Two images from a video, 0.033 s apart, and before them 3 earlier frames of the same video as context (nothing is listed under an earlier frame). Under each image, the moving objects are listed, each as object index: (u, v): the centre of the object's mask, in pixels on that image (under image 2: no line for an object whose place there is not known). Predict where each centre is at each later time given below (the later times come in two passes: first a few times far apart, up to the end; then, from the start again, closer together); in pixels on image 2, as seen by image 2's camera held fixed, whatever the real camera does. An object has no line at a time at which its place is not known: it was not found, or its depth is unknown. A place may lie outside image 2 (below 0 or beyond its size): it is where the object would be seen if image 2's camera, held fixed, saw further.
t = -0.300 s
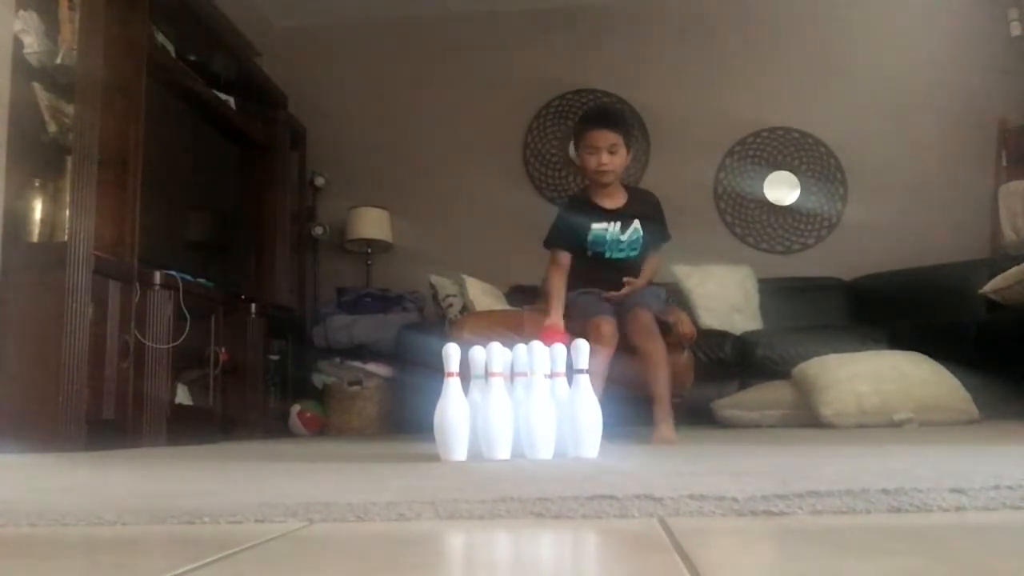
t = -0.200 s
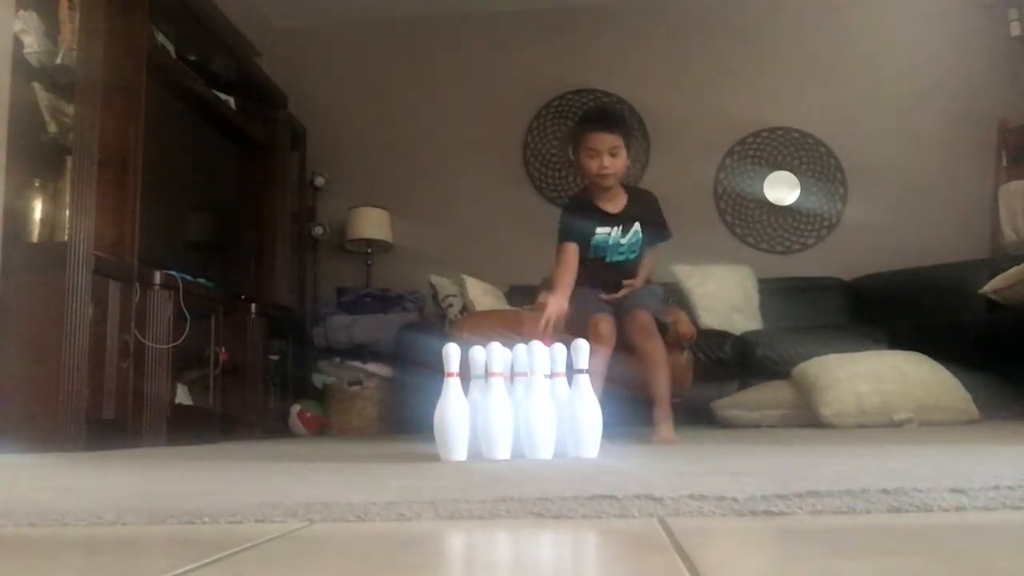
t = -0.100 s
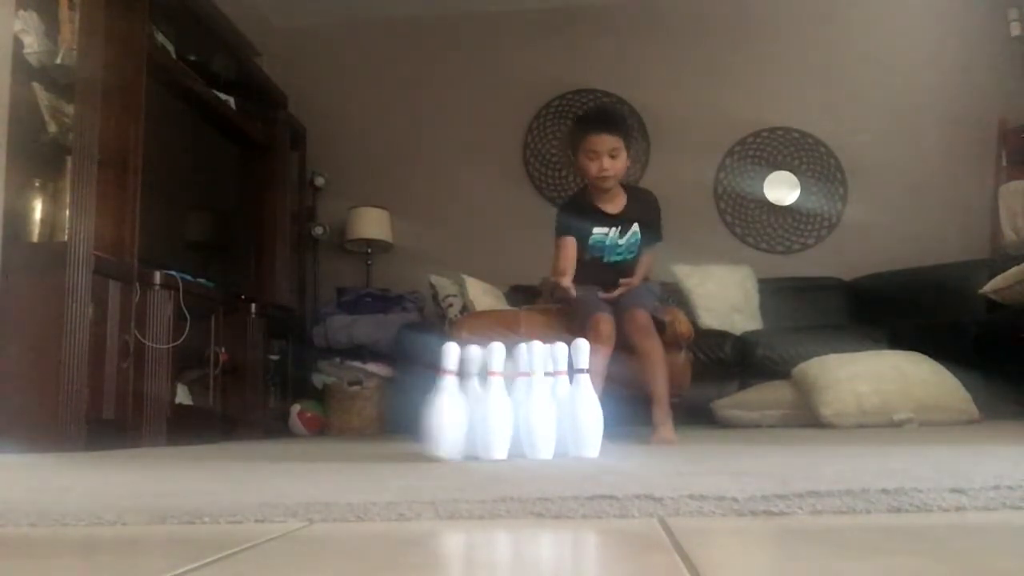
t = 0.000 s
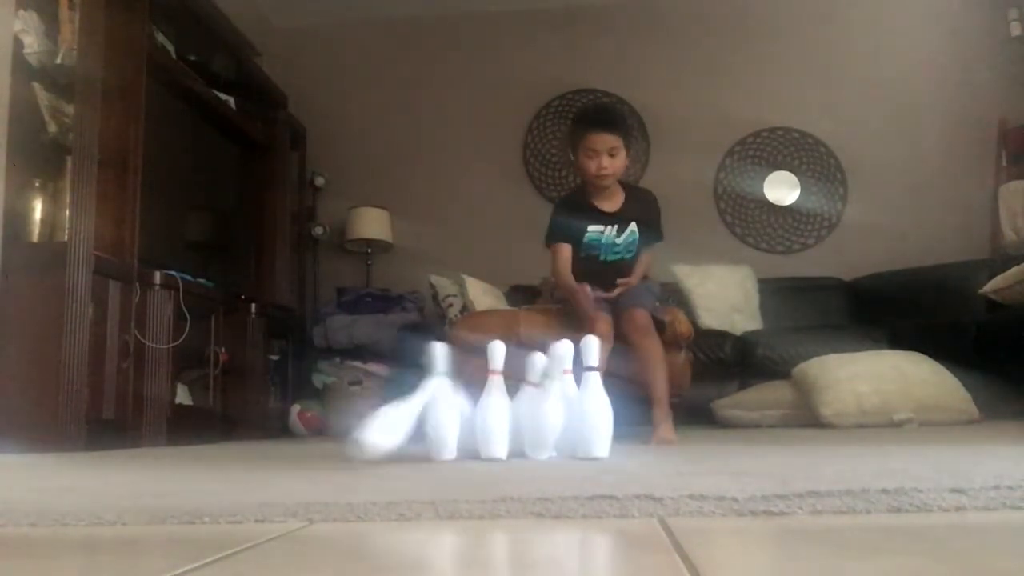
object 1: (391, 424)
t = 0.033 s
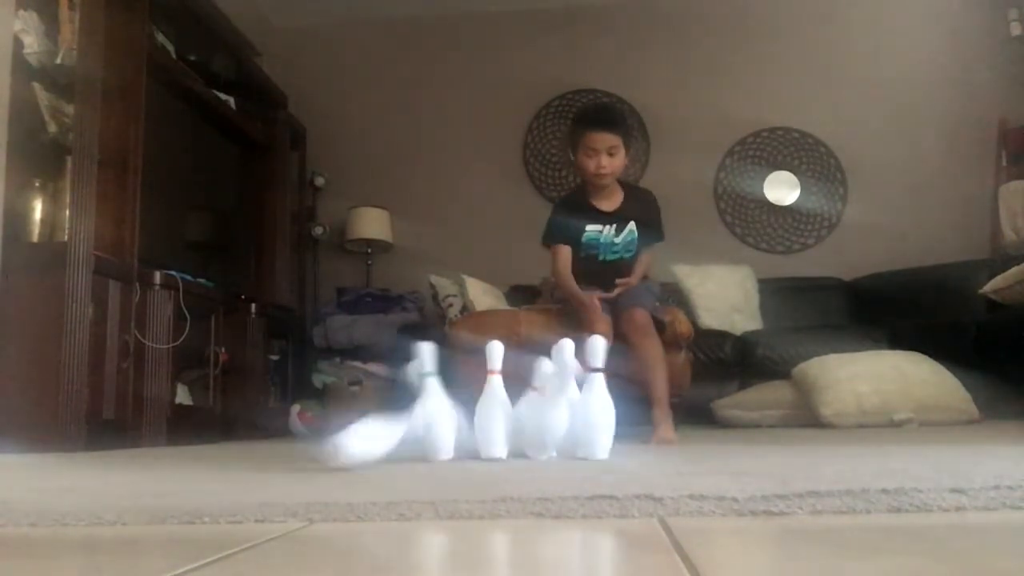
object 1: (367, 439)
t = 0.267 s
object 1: (291, 445)
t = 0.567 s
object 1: (291, 451)
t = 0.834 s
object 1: (296, 452)
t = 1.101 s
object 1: (299, 451)
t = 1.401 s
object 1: (300, 451)
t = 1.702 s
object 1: (300, 451)
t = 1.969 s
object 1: (299, 451)
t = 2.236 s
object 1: (298, 452)
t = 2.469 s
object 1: (297, 452)
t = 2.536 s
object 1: (297, 452)
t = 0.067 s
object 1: (354, 447)
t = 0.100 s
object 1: (341, 440)
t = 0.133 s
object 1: (335, 441)
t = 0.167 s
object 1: (323, 444)
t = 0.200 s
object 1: (301, 451)
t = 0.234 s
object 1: (296, 447)
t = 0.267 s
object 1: (291, 445)
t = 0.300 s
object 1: (287, 449)
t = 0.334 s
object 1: (284, 450)
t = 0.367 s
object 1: (283, 451)
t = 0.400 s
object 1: (283, 452)
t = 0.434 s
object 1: (285, 452)
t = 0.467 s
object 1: (286, 452)
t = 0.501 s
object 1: (288, 452)
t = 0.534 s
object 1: (289, 452)
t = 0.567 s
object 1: (291, 451)
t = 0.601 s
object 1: (291, 451)
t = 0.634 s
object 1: (292, 451)
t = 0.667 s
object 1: (292, 451)
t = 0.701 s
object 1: (293, 452)
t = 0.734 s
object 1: (294, 452)
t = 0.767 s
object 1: (295, 452)
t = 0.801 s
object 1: (296, 452)
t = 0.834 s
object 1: (296, 452)
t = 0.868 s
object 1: (297, 452)
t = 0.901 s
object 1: (298, 452)
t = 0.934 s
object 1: (299, 452)
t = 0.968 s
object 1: (299, 451)
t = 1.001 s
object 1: (298, 452)
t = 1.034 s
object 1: (299, 451)
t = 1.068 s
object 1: (300, 451)
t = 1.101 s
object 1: (299, 451)
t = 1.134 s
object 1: (299, 451)
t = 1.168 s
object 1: (299, 451)
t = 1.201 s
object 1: (299, 451)
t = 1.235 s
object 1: (299, 451)
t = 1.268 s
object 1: (299, 451)
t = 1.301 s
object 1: (300, 451)
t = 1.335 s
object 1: (299, 451)
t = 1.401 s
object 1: (300, 451)
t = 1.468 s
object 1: (300, 451)
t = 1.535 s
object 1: (299, 451)
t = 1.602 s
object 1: (299, 451)
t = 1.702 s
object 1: (300, 451)
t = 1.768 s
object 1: (299, 451)
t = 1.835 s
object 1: (300, 451)
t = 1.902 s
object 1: (300, 451)
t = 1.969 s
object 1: (299, 451)
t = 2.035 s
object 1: (300, 451)
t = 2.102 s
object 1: (300, 451)
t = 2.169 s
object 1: (300, 451)
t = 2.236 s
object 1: (298, 452)
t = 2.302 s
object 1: (298, 452)
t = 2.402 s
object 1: (297, 452)
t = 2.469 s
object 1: (297, 452)
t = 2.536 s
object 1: (297, 452)
